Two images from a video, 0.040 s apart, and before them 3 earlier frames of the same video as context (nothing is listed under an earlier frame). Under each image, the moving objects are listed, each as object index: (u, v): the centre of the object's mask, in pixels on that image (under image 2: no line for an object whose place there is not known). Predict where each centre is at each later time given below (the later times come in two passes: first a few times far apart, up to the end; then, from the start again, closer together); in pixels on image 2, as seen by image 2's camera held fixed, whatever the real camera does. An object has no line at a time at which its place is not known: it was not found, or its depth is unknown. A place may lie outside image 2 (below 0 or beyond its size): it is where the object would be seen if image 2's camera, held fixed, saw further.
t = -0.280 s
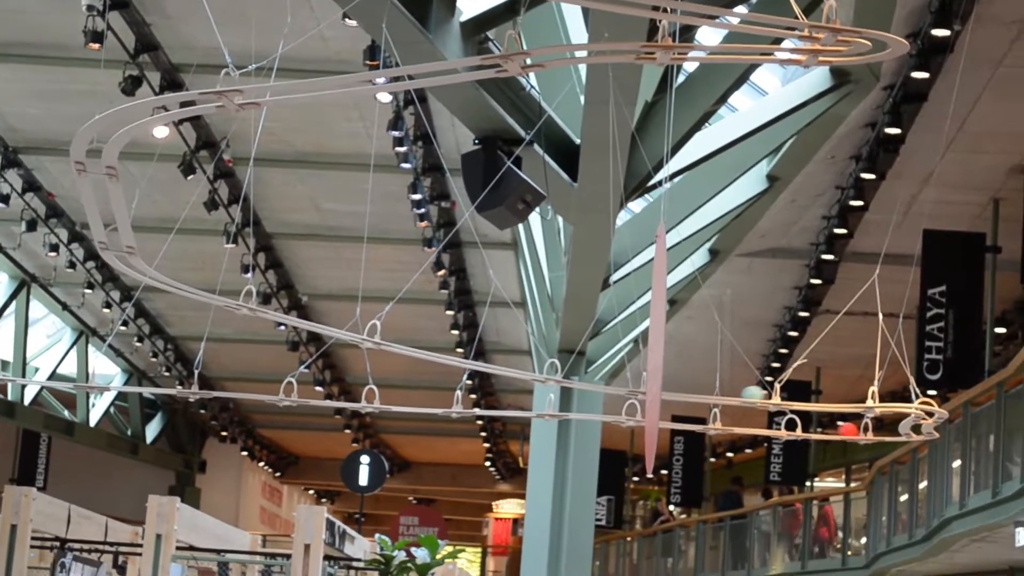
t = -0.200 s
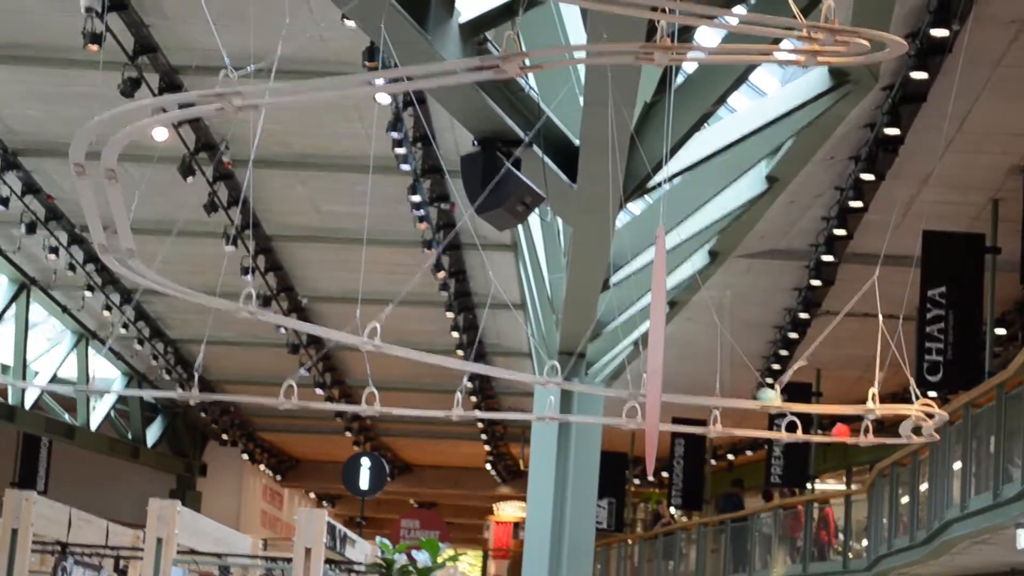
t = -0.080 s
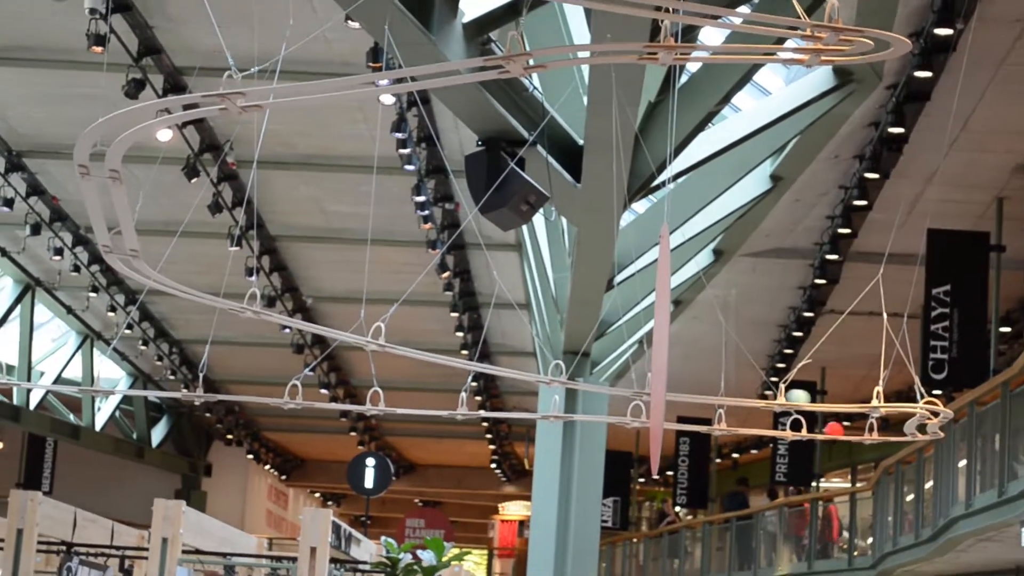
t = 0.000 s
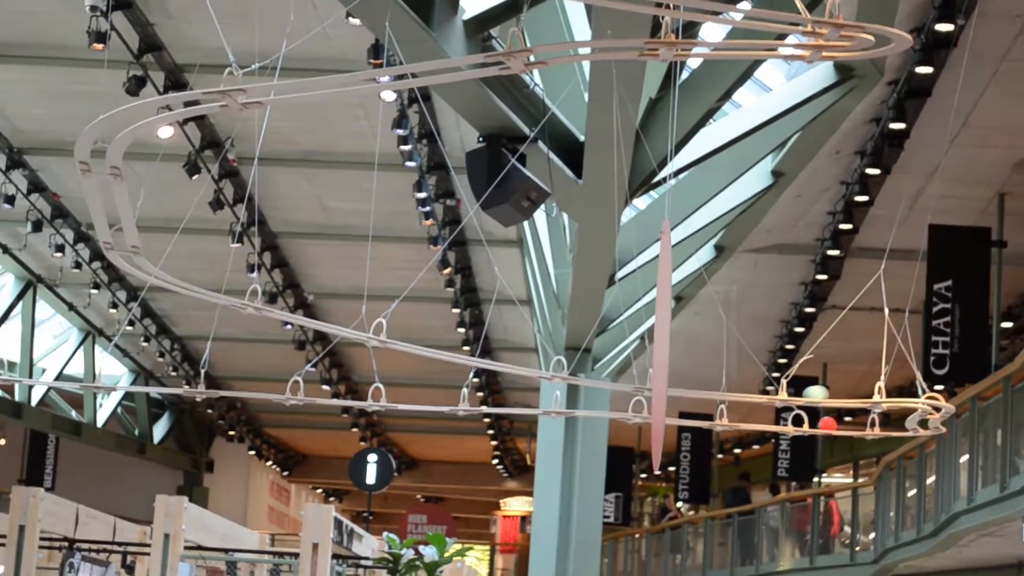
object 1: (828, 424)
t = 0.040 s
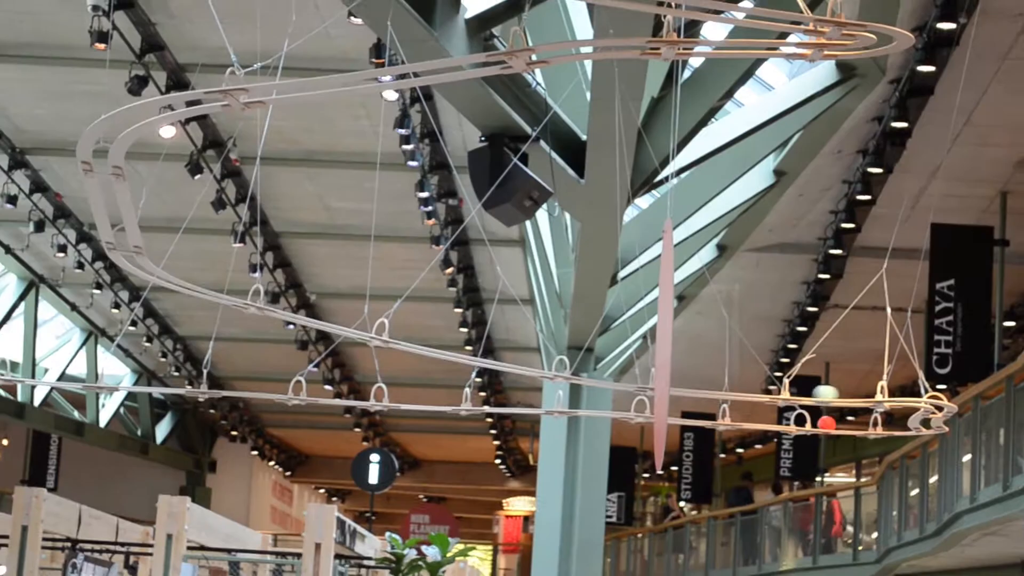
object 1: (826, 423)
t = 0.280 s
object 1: (805, 422)
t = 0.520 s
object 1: (785, 418)
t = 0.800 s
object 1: (755, 417)
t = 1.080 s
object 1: (720, 414)
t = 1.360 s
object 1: (690, 413)
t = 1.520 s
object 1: (675, 412)
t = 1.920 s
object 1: (638, 408)
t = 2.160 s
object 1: (615, 406)
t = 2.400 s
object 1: (589, 404)
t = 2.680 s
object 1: (554, 403)
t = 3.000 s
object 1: (514, 402)
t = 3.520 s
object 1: (442, 399)
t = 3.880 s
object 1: (395, 395)
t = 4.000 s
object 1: (378, 395)
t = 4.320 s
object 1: (339, 392)
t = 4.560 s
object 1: (305, 389)
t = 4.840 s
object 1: (267, 386)
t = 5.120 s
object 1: (221, 382)
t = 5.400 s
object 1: (179, 381)
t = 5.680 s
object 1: (137, 378)
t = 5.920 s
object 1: (100, 377)
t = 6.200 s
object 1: (61, 374)
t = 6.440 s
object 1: (28, 371)
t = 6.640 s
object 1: (2, 367)
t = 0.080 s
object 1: (823, 423)
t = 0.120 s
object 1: (820, 423)
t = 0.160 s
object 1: (817, 422)
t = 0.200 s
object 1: (813, 422)
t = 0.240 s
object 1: (809, 423)
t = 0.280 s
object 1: (805, 422)
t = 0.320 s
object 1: (801, 421)
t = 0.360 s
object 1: (798, 421)
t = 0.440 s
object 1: (791, 420)
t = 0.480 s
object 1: (788, 419)
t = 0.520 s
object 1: (785, 418)
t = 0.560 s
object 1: (780, 419)
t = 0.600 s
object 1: (776, 417)
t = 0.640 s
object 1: (773, 416)
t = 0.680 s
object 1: (768, 418)
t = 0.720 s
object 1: (764, 418)
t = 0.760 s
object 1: (759, 418)
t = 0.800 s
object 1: (755, 417)
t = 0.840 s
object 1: (750, 417)
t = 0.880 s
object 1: (745, 416)
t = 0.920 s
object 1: (740, 416)
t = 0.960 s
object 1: (736, 417)
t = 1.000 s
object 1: (733, 417)
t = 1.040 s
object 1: (726, 416)
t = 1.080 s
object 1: (720, 414)
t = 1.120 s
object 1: (716, 414)
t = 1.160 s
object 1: (711, 413)
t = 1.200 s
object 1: (706, 412)
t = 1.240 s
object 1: (703, 414)
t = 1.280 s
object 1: (699, 413)
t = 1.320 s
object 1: (694, 413)
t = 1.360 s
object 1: (690, 413)
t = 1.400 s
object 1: (686, 412)
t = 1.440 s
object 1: (681, 413)
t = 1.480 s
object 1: (678, 412)
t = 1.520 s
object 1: (675, 412)
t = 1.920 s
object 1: (638, 408)
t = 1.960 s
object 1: (634, 407)
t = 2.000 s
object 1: (629, 406)
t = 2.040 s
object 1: (626, 407)
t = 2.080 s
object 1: (622, 406)
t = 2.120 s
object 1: (619, 406)
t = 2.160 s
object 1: (615, 406)
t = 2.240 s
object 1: (607, 405)
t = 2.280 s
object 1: (603, 404)
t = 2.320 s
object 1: (598, 404)
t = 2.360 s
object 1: (593, 404)
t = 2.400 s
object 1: (589, 404)
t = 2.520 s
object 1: (575, 402)
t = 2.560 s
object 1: (570, 403)
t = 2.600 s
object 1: (568, 402)
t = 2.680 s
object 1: (554, 403)
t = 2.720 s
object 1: (550, 402)
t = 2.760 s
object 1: (544, 402)
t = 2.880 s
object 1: (530, 401)
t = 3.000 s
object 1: (514, 402)
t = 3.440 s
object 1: (453, 398)
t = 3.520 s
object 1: (442, 399)
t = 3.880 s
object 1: (395, 395)
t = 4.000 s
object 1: (378, 395)
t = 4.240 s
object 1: (349, 393)
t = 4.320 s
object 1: (339, 392)
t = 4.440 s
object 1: (323, 390)
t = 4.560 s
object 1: (305, 389)
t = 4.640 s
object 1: (295, 388)
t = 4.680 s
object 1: (290, 388)
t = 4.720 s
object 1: (284, 387)
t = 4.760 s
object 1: (279, 387)
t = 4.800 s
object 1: (272, 386)
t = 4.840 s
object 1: (267, 386)
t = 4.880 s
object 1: (261, 386)
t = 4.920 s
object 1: (254, 385)
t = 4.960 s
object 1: (248, 385)
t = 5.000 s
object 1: (242, 384)
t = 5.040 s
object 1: (236, 384)
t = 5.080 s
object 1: (228, 383)
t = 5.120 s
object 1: (221, 382)
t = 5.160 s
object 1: (216, 383)
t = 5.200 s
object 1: (210, 382)
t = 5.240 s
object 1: (204, 381)
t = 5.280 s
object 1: (198, 381)
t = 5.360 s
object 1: (185, 381)
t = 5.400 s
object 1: (179, 381)
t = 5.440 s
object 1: (173, 380)
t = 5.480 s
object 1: (167, 380)
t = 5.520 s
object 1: (161, 380)
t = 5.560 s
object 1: (154, 379)
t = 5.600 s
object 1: (149, 379)
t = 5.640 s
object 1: (143, 379)
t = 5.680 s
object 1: (137, 378)
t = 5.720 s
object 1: (131, 379)
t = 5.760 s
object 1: (122, 379)
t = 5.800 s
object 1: (118, 378)
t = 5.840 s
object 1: (113, 378)
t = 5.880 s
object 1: (108, 377)
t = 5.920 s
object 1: (100, 377)
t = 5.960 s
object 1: (94, 377)
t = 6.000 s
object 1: (89, 376)
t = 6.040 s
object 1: (84, 376)
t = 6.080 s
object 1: (78, 376)
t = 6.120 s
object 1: (72, 376)
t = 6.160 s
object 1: (66, 375)
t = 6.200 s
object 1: (61, 374)
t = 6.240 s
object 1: (55, 374)
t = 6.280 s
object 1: (49, 374)
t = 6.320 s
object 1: (43, 373)
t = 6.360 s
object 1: (38, 372)
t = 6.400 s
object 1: (33, 371)
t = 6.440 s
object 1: (28, 371)
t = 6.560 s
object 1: (14, 369)
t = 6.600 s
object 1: (7, 368)
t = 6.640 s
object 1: (2, 367)
